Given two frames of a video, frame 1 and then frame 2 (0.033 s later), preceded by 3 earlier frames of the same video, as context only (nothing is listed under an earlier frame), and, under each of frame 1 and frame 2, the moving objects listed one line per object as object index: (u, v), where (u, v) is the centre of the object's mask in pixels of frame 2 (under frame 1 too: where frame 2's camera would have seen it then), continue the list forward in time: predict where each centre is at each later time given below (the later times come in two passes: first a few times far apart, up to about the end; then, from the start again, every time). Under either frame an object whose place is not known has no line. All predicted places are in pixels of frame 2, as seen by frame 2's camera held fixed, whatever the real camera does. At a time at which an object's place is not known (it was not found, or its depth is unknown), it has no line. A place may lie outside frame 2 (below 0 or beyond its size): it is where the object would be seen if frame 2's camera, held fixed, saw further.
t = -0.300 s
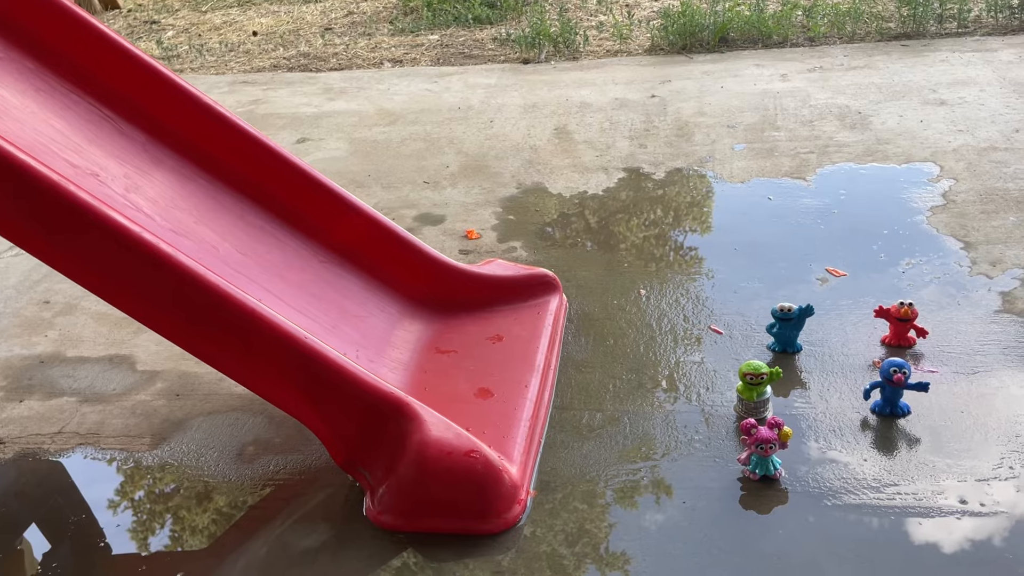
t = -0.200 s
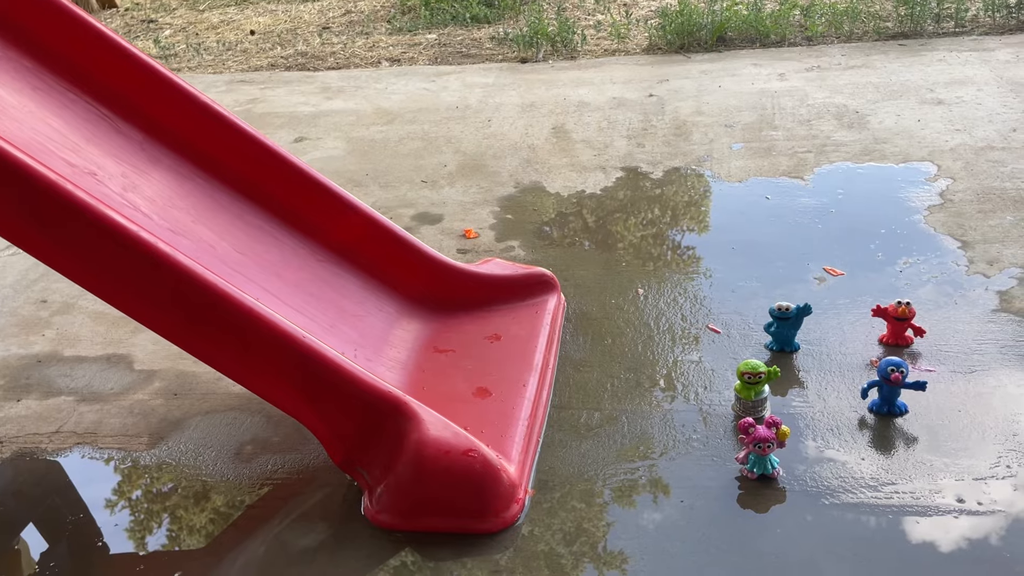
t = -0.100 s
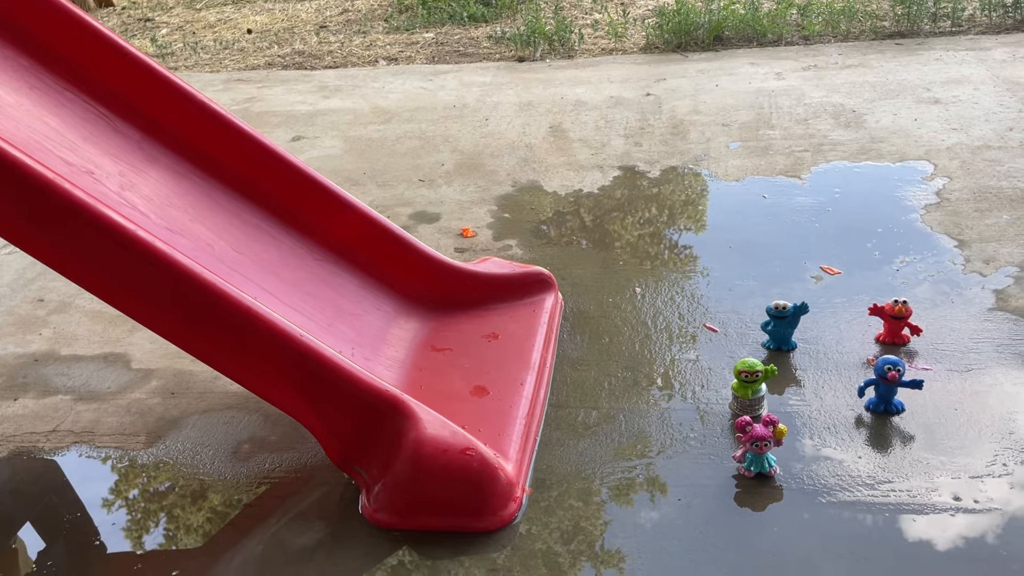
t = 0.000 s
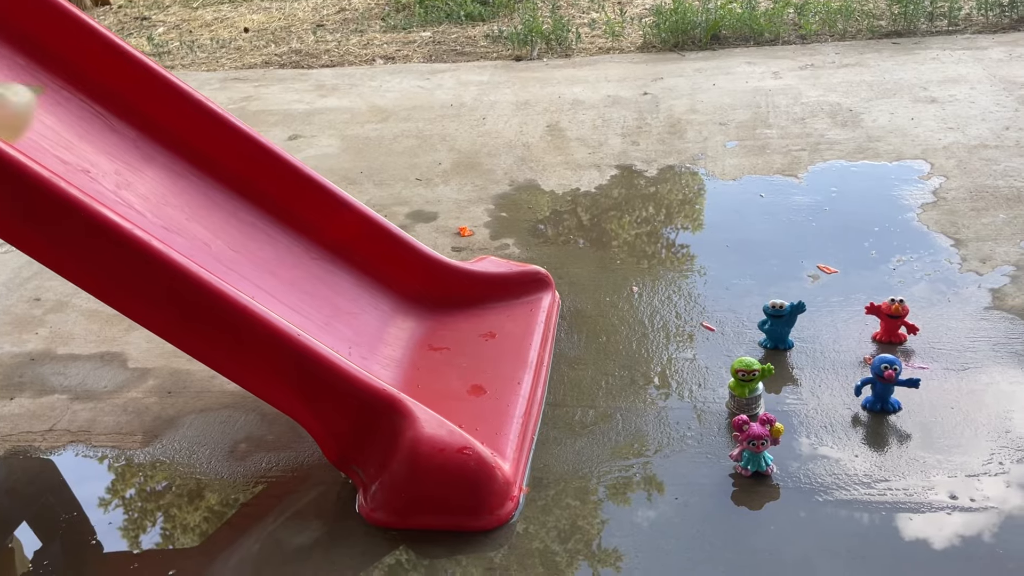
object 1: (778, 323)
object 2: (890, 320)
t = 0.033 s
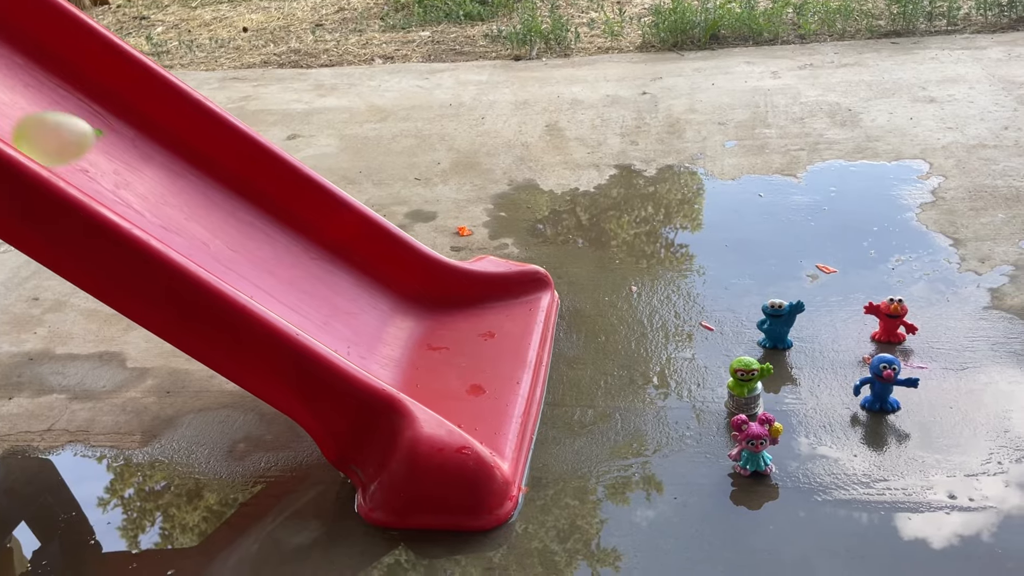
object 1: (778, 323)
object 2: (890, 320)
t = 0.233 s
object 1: (778, 323)
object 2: (890, 320)
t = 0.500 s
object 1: (872, 287)
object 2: (890, 321)
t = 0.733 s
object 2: (918, 277)
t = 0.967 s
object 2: (930, 251)
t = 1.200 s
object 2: (927, 247)
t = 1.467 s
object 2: (927, 247)
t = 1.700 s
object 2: (927, 247)
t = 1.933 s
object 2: (927, 247)
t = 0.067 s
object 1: (778, 323)
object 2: (890, 320)
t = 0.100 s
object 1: (778, 323)
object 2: (891, 321)
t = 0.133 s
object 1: (778, 323)
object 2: (890, 320)
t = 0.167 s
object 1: (778, 323)
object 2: (890, 320)
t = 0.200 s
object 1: (778, 323)
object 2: (890, 320)
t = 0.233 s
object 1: (778, 323)
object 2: (890, 320)
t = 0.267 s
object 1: (778, 323)
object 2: (890, 320)
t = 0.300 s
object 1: (778, 323)
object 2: (890, 320)
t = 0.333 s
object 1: (778, 323)
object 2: (890, 321)
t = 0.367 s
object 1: (778, 323)
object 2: (890, 321)
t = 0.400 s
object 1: (778, 323)
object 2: (890, 320)
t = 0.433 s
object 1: (783, 320)
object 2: (890, 320)
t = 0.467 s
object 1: (824, 311)
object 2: (890, 321)
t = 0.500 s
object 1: (872, 287)
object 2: (890, 321)
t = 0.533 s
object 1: (922, 287)
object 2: (896, 325)
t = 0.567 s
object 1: (967, 277)
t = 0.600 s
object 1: (1013, 271)
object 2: (896, 306)
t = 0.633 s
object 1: (1039, 269)
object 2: (906, 304)
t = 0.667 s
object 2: (911, 292)
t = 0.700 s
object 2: (916, 282)
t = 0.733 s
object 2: (918, 277)
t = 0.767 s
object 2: (920, 274)
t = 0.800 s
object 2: (924, 274)
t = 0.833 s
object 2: (927, 267)
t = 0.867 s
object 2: (927, 261)
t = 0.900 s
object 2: (929, 257)
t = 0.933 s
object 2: (929, 258)
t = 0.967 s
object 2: (930, 251)
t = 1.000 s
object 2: (930, 248)
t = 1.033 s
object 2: (930, 249)
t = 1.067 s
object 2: (930, 247)
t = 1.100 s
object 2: (928, 247)
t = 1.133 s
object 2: (927, 247)
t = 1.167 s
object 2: (927, 247)
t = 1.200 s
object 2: (927, 247)
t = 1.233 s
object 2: (927, 247)
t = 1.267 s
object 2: (927, 247)
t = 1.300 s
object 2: (927, 247)
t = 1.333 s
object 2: (927, 247)
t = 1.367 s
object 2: (927, 247)
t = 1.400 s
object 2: (927, 247)
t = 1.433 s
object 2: (927, 247)
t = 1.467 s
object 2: (927, 247)
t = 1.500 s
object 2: (927, 247)
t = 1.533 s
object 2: (927, 247)
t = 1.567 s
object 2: (927, 247)
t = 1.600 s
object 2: (927, 247)
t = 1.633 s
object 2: (927, 247)
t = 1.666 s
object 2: (927, 247)
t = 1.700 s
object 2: (927, 247)
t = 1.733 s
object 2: (927, 247)
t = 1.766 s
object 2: (927, 247)
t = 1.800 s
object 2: (927, 247)
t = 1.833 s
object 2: (927, 247)
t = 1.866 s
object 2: (927, 247)
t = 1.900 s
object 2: (927, 247)
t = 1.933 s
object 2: (927, 247)
